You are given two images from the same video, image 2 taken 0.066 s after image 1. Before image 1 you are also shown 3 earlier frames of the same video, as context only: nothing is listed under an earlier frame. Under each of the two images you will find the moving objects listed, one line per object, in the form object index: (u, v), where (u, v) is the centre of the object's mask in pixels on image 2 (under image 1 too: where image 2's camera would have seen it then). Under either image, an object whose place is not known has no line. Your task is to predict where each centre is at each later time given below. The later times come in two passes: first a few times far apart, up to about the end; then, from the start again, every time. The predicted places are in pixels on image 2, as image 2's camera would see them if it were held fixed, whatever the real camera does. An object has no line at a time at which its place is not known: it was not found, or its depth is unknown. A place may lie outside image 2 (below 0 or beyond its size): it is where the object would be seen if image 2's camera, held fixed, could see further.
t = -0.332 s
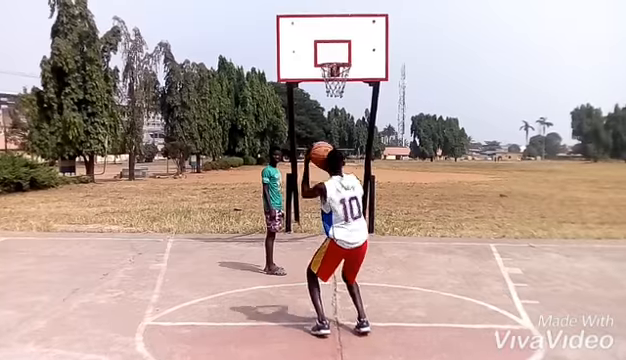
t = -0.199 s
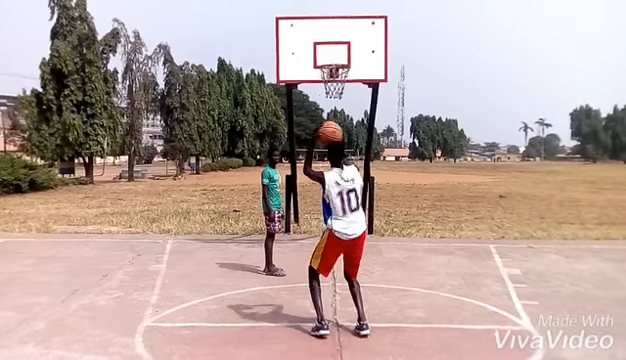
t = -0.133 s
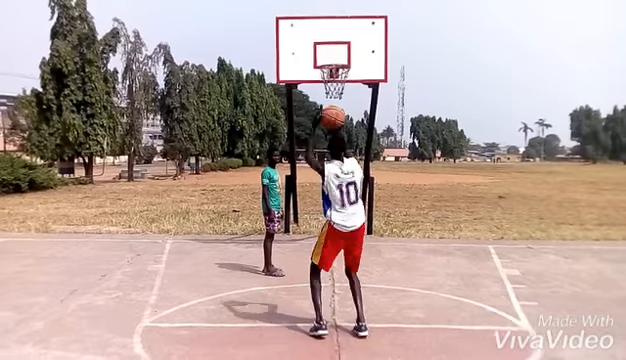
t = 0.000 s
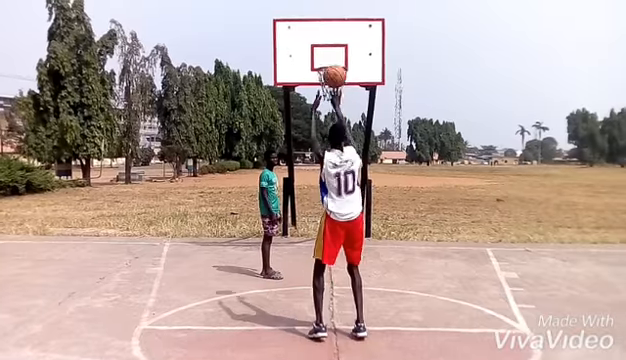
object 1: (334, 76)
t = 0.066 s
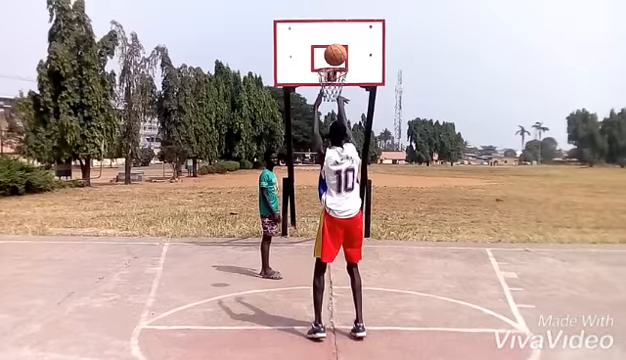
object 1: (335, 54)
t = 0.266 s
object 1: (335, 16)
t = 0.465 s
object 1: (333, 15)
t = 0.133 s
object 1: (335, 37)
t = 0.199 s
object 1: (335, 25)
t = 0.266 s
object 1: (335, 16)
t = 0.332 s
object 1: (335, 13)
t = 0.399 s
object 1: (335, 12)
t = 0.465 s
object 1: (333, 15)
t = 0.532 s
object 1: (336, 20)
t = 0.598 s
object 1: (336, 28)
